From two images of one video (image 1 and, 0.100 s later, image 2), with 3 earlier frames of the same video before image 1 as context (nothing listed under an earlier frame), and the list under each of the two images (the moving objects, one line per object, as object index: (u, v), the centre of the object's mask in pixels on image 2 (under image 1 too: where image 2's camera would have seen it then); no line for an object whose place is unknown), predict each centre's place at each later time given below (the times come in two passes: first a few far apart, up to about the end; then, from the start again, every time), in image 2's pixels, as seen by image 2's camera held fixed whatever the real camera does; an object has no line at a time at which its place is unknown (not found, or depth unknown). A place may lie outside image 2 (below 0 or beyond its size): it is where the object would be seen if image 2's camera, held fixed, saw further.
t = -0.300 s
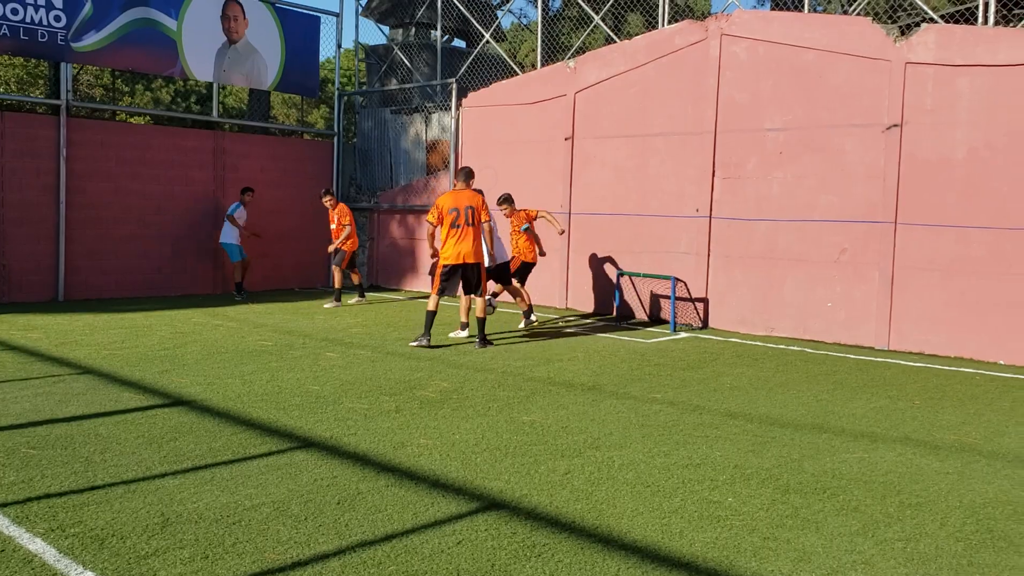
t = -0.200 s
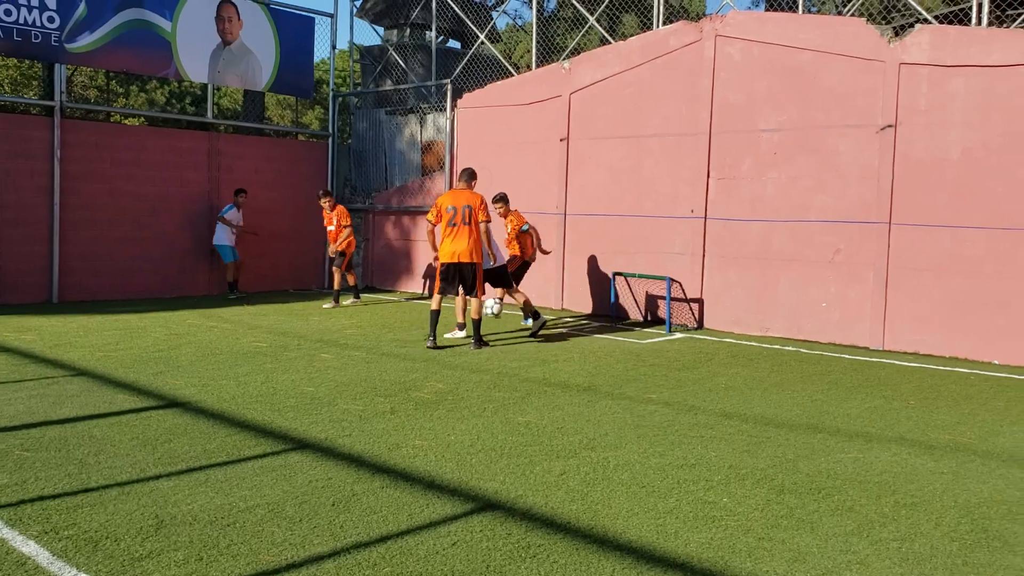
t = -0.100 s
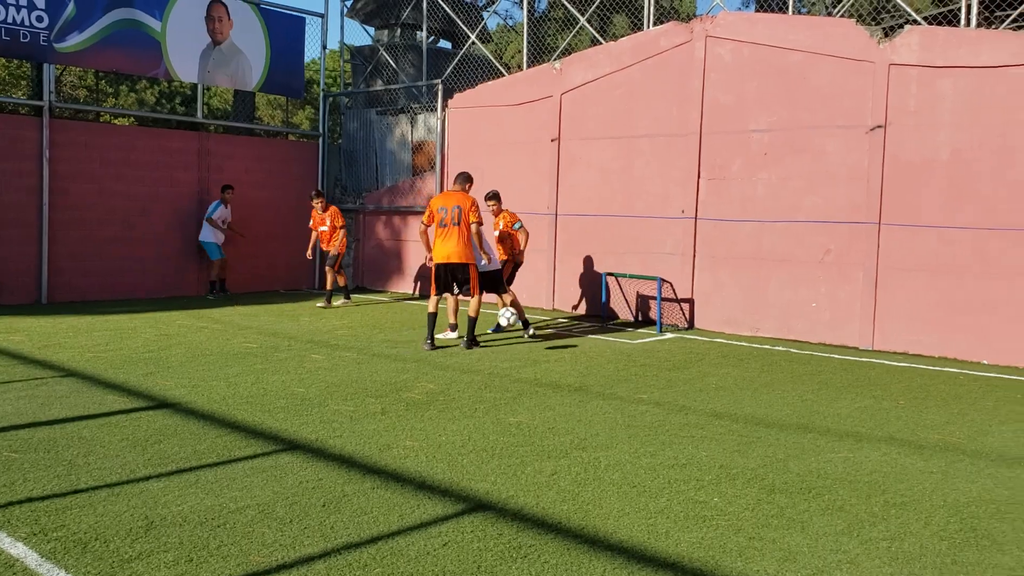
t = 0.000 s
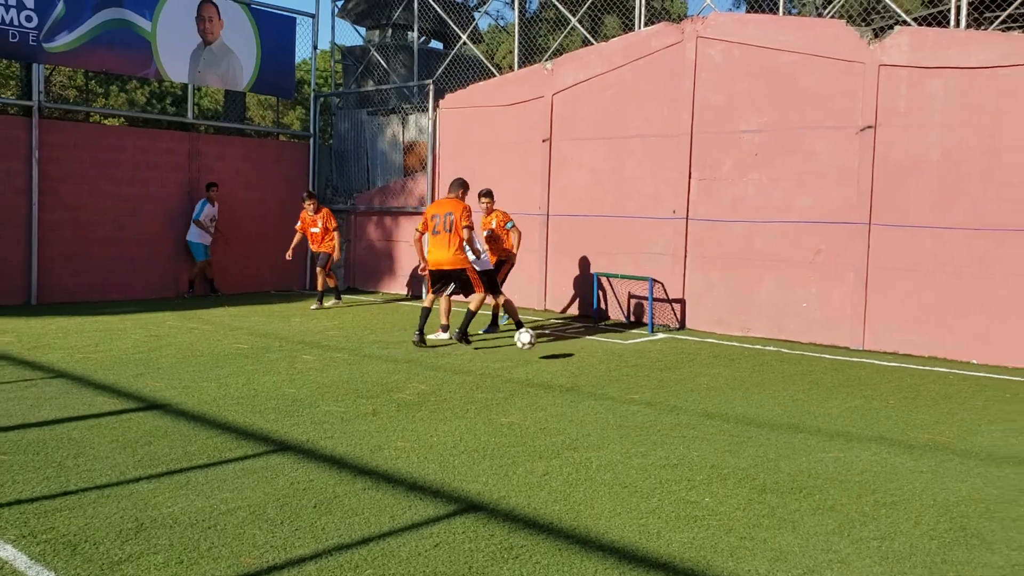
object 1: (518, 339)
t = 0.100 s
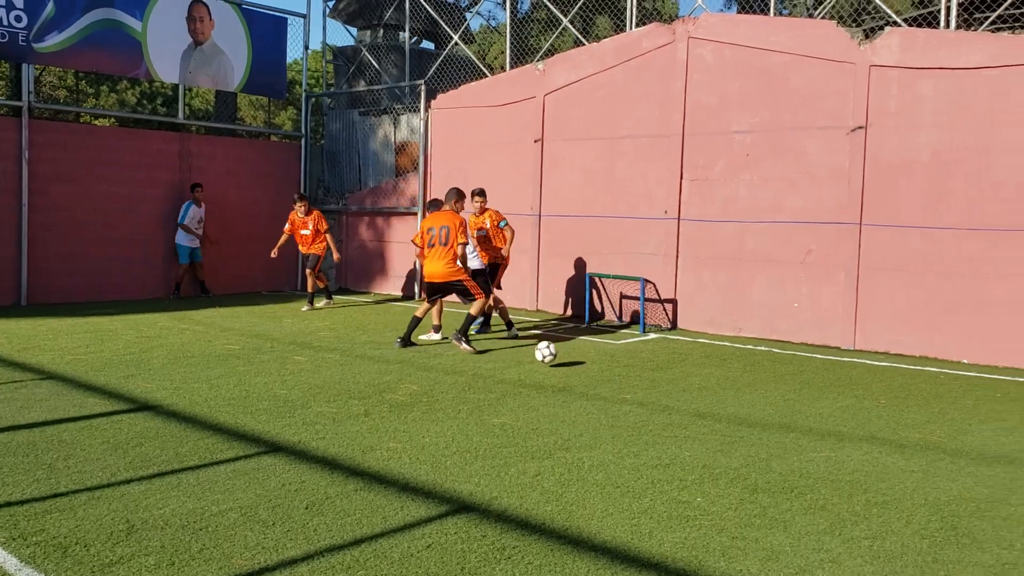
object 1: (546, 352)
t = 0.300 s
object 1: (611, 356)
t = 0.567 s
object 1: (714, 389)
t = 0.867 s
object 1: (858, 421)
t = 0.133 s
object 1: (556, 350)
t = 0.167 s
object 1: (566, 348)
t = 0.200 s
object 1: (577, 347)
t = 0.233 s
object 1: (588, 349)
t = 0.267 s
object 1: (599, 352)
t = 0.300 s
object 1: (611, 356)
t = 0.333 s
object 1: (622, 361)
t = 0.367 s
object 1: (635, 368)
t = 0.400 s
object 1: (647, 377)
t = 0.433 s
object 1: (659, 377)
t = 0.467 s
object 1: (673, 377)
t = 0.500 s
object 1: (687, 379)
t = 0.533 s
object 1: (700, 383)
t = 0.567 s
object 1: (714, 389)
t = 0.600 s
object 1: (729, 393)
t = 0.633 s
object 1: (744, 395)
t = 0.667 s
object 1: (759, 399)
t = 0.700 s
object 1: (774, 403)
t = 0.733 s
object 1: (790, 405)
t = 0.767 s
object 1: (806, 409)
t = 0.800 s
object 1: (823, 414)
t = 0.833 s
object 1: (840, 417)
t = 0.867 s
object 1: (858, 421)
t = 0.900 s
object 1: (876, 424)
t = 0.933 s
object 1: (895, 429)
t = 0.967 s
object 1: (915, 433)
